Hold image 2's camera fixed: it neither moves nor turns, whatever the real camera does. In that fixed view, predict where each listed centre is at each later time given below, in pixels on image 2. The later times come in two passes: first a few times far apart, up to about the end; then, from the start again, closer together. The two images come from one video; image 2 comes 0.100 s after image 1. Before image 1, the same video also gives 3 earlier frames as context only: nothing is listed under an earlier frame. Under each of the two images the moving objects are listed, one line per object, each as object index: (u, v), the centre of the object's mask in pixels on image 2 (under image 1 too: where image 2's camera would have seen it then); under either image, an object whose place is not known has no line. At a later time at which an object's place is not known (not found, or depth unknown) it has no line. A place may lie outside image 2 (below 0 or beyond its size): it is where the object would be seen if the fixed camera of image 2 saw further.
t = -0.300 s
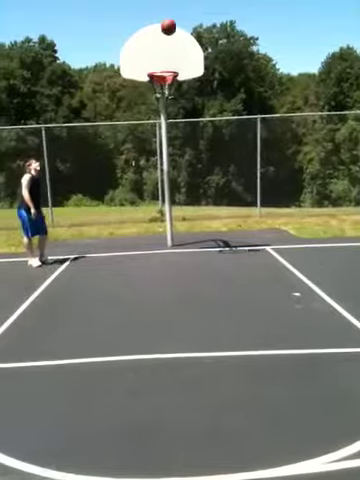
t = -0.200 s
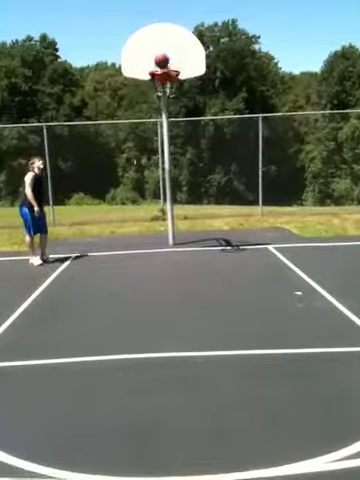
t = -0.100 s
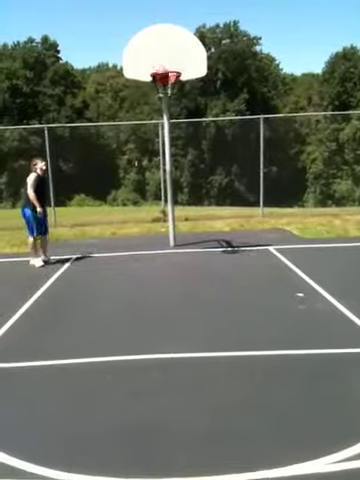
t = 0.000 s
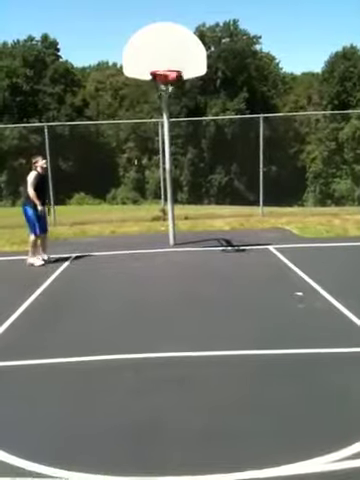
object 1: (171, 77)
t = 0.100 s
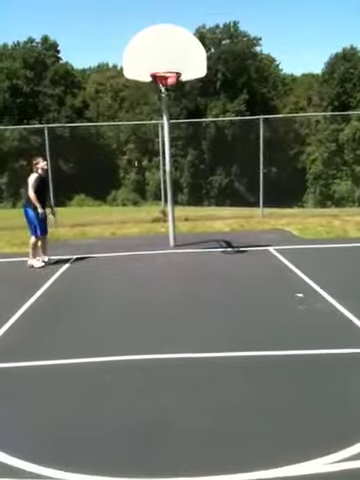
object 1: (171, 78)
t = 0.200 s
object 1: (170, 80)
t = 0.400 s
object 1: (164, 84)
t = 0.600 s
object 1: (166, 123)
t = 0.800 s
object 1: (174, 174)
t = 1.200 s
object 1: (192, 214)
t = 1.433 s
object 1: (201, 178)
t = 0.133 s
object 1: (171, 79)
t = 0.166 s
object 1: (171, 79)
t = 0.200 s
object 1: (170, 80)
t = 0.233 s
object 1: (169, 79)
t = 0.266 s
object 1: (165, 81)
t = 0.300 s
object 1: (165, 82)
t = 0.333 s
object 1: (164, 83)
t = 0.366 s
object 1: (165, 82)
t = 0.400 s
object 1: (164, 84)
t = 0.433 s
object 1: (164, 88)
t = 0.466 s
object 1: (163, 103)
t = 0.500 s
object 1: (164, 107)
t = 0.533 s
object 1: (165, 112)
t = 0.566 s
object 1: (166, 117)
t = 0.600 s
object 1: (166, 123)
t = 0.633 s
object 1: (169, 131)
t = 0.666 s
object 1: (170, 138)
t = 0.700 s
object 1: (171, 146)
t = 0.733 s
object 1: (171, 155)
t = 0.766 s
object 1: (172, 164)
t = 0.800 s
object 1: (174, 174)
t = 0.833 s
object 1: (176, 184)
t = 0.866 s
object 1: (178, 195)
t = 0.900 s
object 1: (179, 209)
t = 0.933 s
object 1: (181, 221)
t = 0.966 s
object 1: (182, 234)
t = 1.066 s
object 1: (188, 246)
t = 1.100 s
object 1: (188, 237)
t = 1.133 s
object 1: (190, 229)
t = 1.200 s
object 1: (192, 214)
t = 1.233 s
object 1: (193, 205)
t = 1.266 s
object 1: (193, 198)
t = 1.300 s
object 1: (195, 190)
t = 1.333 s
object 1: (196, 186)
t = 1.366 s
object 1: (199, 183)
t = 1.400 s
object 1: (199, 180)
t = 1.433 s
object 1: (201, 178)
